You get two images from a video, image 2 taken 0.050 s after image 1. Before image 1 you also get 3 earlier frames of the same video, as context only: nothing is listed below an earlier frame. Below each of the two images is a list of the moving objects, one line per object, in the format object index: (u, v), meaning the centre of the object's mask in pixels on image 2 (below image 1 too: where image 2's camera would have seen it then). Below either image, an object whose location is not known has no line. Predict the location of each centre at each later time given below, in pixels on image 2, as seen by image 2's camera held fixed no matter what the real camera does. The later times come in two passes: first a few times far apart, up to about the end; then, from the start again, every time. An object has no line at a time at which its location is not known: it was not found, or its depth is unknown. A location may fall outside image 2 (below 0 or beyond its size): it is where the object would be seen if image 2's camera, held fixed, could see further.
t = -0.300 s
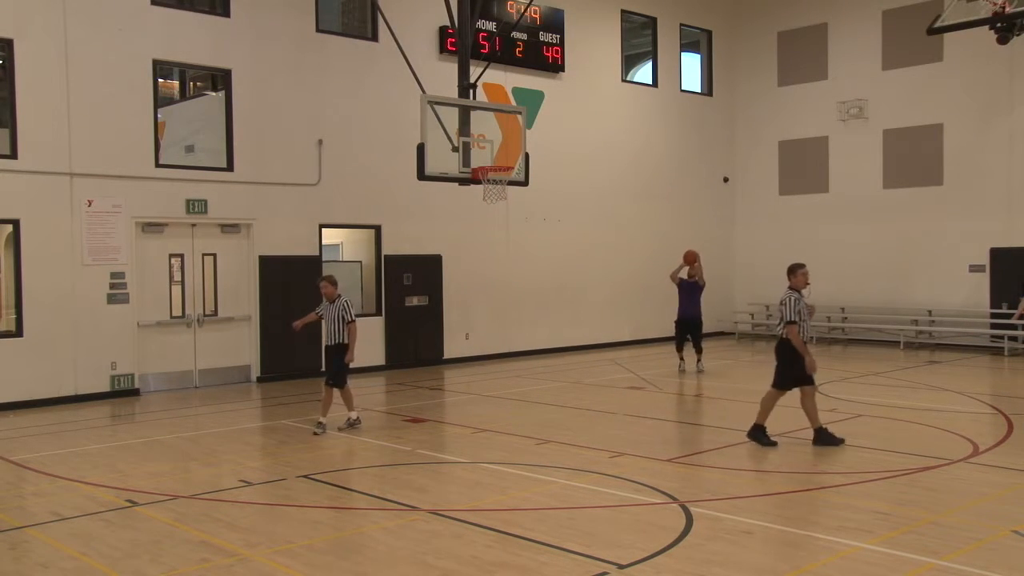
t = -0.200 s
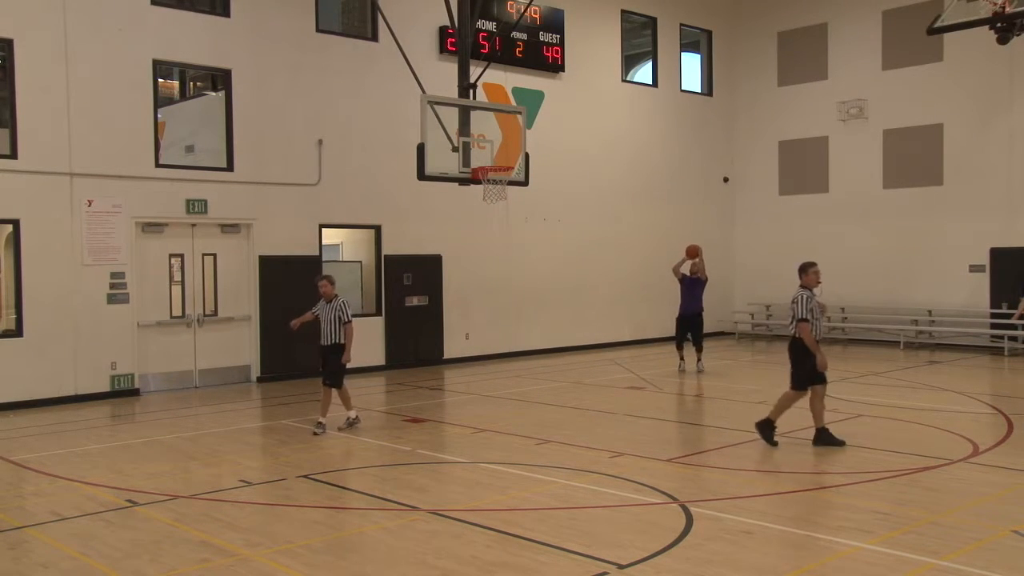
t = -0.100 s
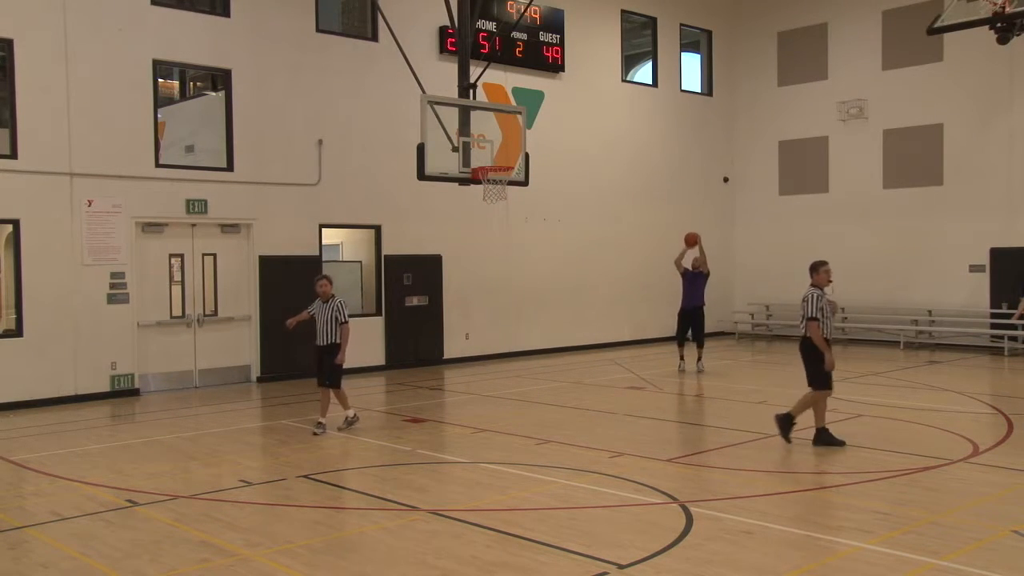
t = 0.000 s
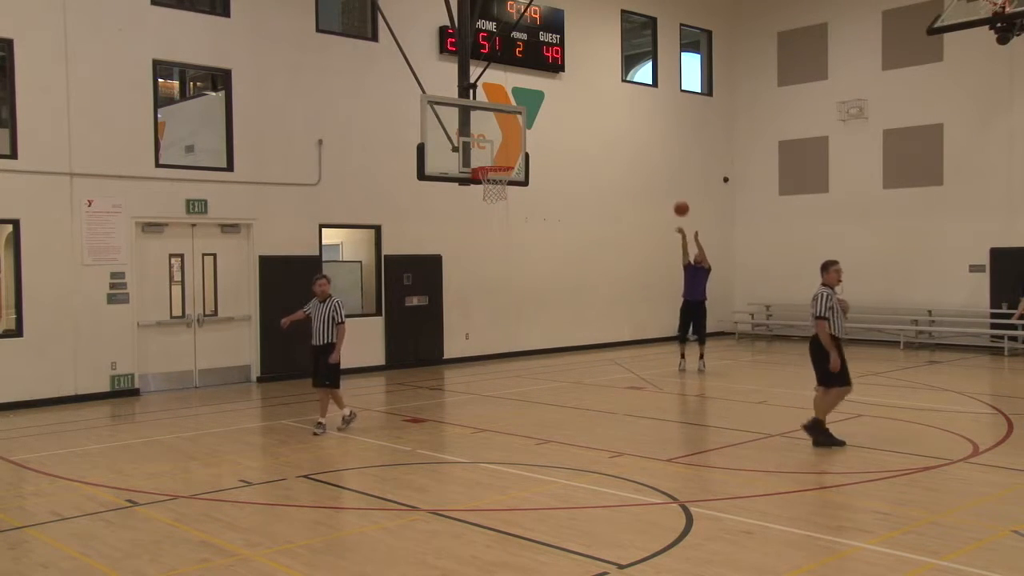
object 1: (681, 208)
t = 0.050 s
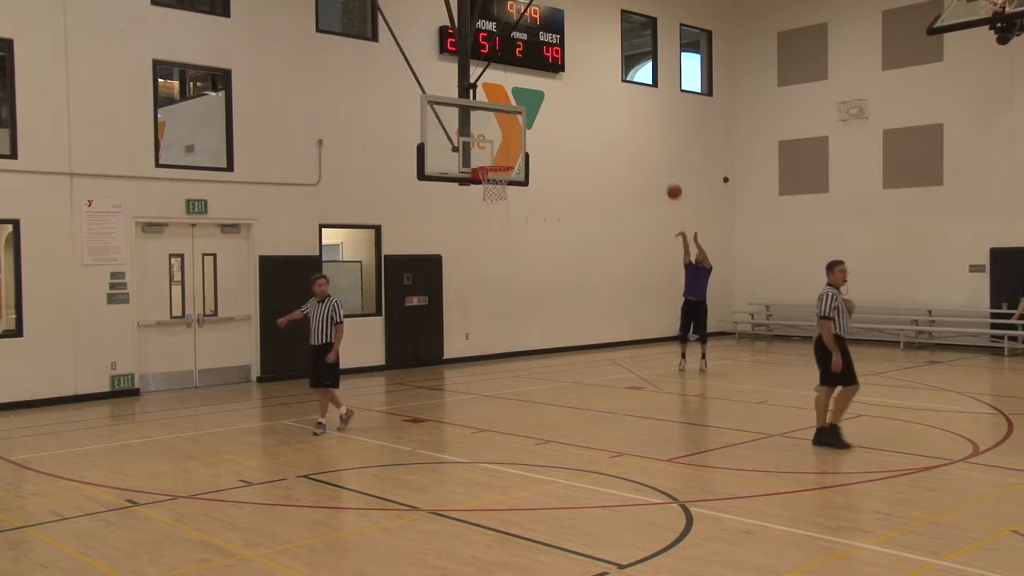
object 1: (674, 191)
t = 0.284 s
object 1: (639, 128)
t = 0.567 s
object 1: (594, 95)
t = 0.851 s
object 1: (546, 116)
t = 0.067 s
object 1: (671, 186)
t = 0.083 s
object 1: (669, 180)
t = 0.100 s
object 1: (666, 175)
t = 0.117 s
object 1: (664, 170)
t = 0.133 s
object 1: (661, 165)
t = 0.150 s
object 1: (659, 161)
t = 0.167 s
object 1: (657, 156)
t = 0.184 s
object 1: (654, 151)
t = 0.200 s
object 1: (651, 147)
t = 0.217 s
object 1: (649, 143)
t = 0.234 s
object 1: (646, 139)
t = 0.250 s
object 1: (644, 136)
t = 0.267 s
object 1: (641, 132)
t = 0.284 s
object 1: (639, 128)
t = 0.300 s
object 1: (636, 125)
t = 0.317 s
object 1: (634, 122)
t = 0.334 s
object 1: (631, 119)
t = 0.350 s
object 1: (628, 117)
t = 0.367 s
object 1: (626, 114)
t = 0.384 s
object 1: (623, 111)
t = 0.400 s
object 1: (621, 108)
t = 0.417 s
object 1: (618, 107)
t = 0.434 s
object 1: (615, 105)
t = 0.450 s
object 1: (613, 103)
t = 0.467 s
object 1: (610, 101)
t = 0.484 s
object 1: (608, 100)
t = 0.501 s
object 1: (605, 99)
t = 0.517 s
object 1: (602, 98)
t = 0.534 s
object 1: (599, 97)
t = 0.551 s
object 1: (597, 96)
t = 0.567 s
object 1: (594, 95)
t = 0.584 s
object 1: (591, 95)
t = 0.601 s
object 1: (589, 95)
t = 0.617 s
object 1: (586, 95)
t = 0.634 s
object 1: (583, 95)
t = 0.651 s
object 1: (580, 96)
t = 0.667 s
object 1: (578, 96)
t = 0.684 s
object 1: (575, 97)
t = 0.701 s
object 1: (572, 98)
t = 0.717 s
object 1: (569, 99)
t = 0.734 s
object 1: (566, 100)
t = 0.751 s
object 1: (564, 102)
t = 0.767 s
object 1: (561, 104)
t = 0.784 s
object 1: (558, 106)
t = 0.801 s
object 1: (555, 108)
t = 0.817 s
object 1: (552, 110)
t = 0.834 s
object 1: (549, 113)
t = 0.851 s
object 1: (546, 116)
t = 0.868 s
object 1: (544, 119)
